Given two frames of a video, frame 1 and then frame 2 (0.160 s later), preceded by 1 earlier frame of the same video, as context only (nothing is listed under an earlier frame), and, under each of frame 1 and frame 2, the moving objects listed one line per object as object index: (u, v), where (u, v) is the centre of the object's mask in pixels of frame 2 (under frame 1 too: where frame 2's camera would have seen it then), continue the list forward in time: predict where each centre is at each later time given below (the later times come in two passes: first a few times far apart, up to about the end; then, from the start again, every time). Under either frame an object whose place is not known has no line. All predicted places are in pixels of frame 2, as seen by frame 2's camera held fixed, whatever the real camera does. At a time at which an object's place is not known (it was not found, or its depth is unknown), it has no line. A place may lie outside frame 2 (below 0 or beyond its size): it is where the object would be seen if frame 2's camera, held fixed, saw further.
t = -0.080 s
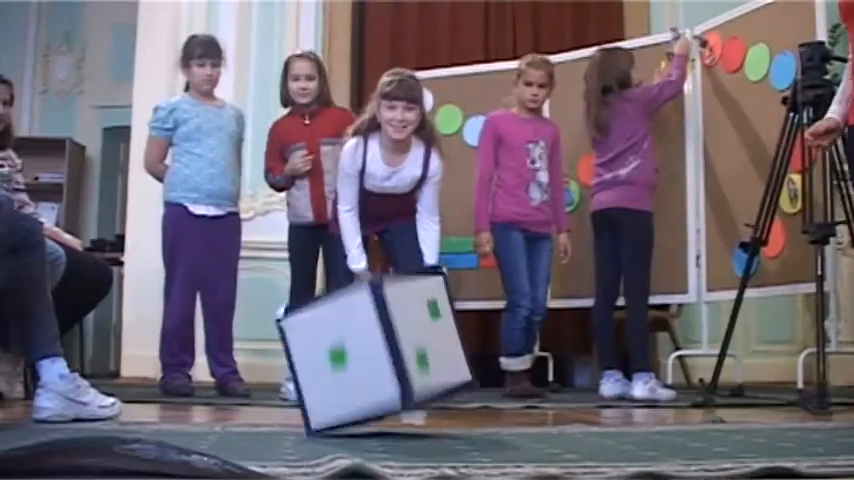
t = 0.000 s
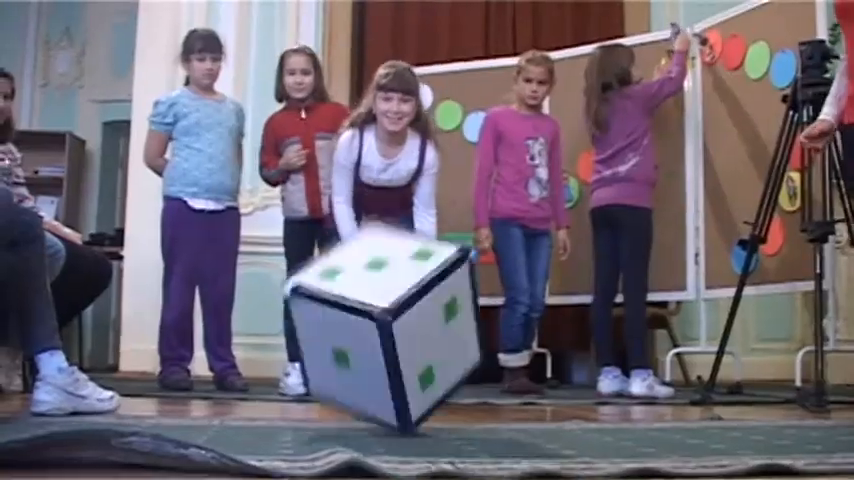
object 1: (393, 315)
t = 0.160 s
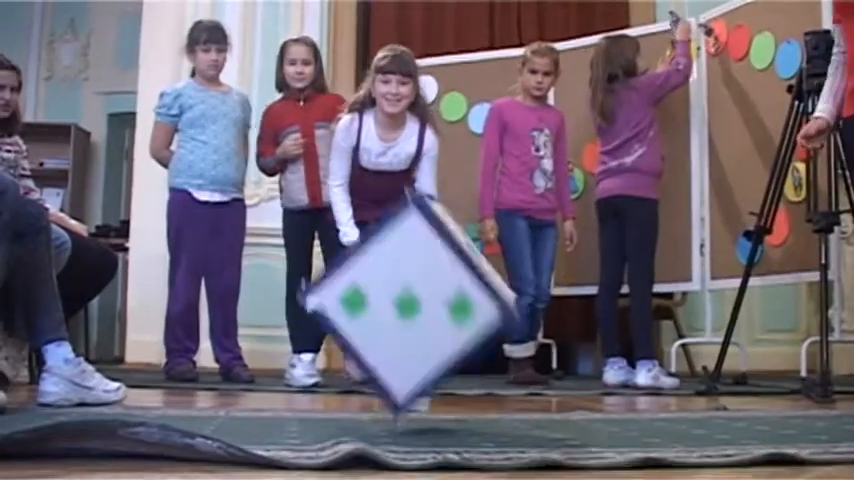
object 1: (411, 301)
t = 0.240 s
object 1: (432, 303)
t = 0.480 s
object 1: (474, 298)
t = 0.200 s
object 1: (422, 317)
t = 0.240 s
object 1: (432, 303)
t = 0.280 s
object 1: (444, 297)
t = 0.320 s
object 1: (456, 302)
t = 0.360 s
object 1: (468, 314)
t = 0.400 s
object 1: (473, 306)
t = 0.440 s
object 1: (474, 297)
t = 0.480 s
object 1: (474, 298)
